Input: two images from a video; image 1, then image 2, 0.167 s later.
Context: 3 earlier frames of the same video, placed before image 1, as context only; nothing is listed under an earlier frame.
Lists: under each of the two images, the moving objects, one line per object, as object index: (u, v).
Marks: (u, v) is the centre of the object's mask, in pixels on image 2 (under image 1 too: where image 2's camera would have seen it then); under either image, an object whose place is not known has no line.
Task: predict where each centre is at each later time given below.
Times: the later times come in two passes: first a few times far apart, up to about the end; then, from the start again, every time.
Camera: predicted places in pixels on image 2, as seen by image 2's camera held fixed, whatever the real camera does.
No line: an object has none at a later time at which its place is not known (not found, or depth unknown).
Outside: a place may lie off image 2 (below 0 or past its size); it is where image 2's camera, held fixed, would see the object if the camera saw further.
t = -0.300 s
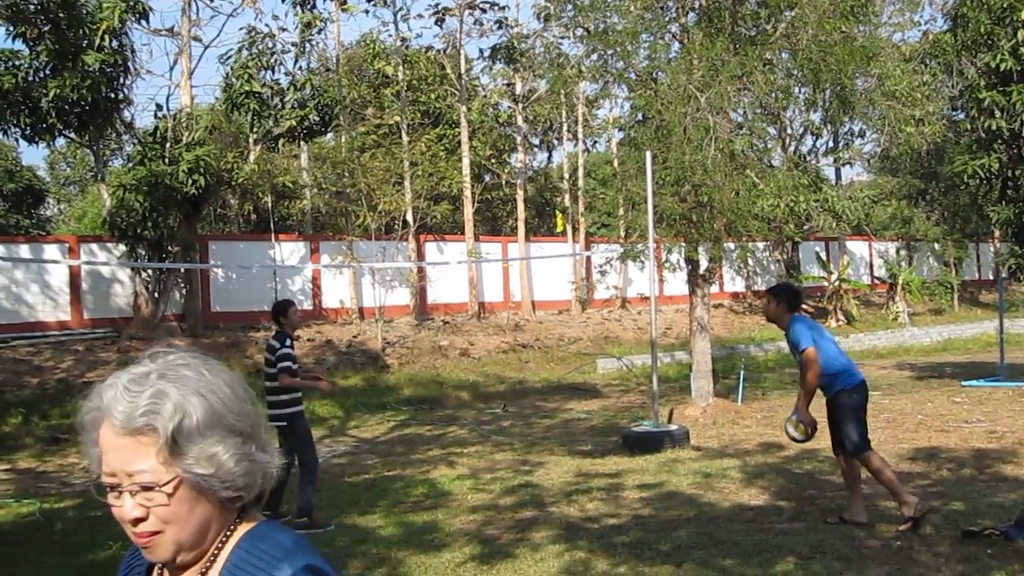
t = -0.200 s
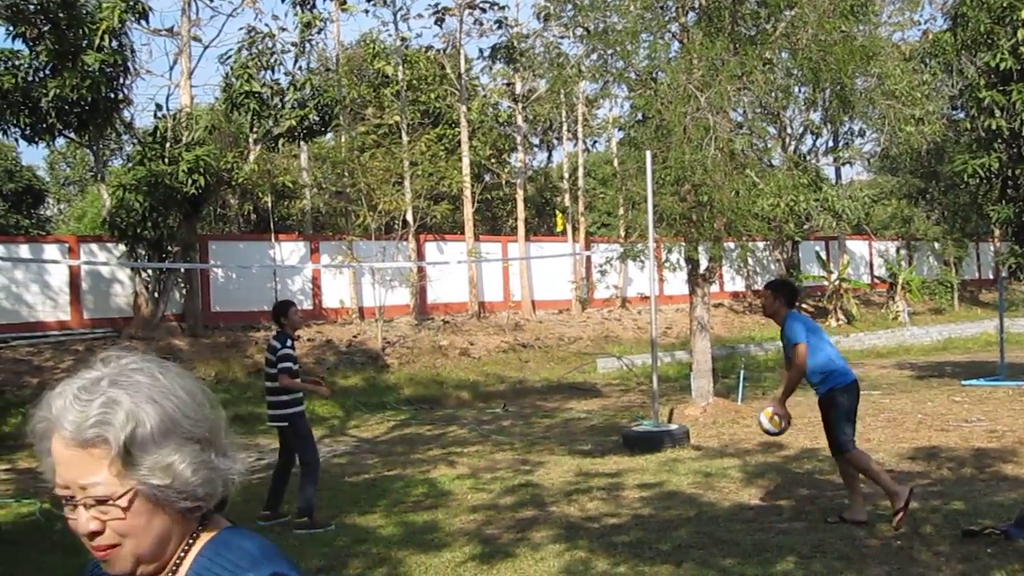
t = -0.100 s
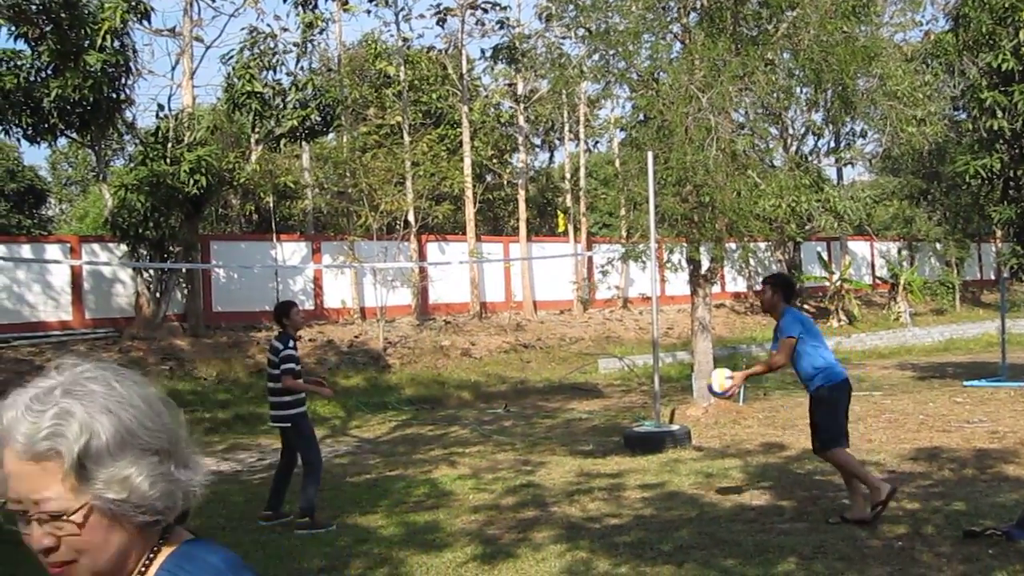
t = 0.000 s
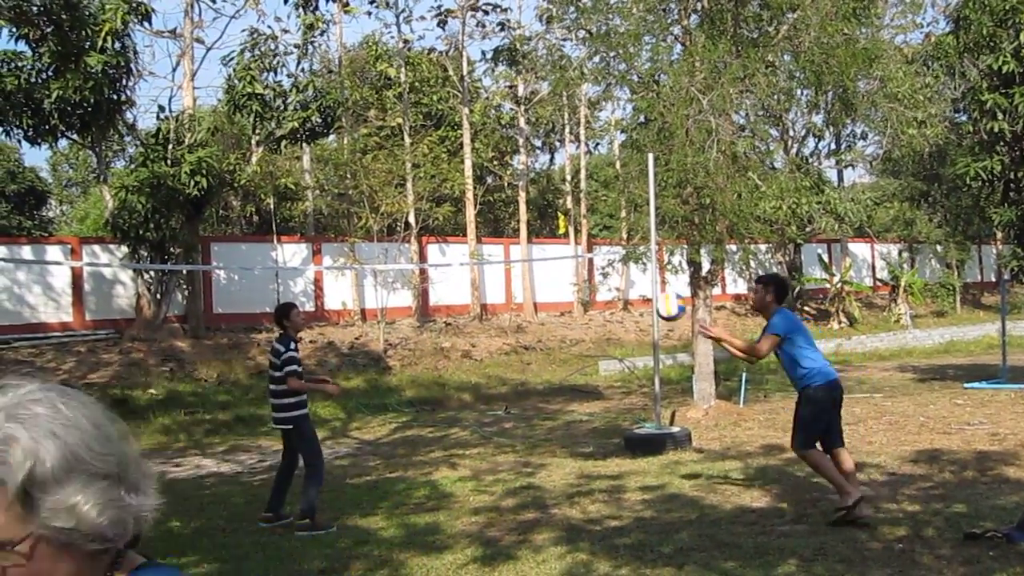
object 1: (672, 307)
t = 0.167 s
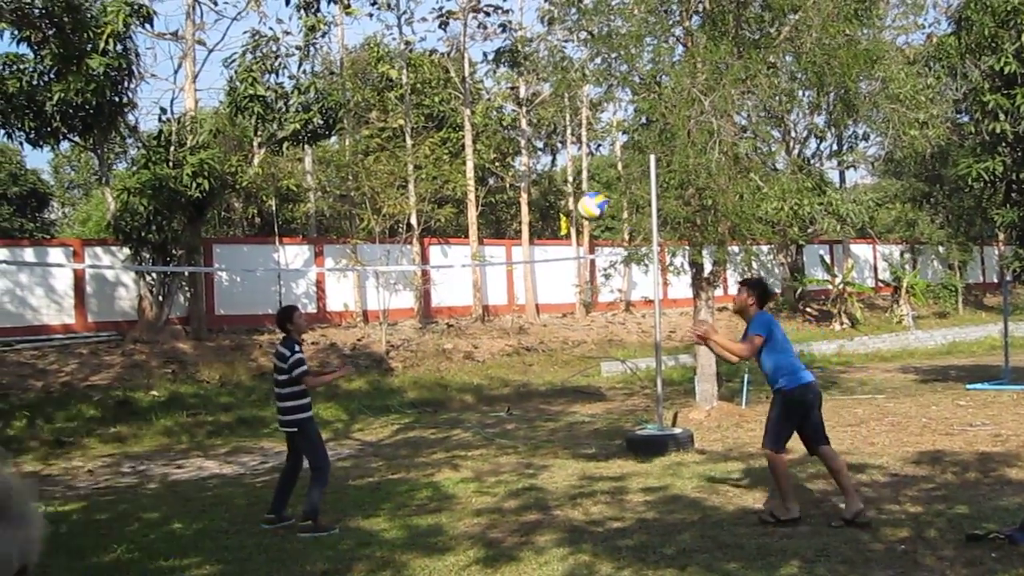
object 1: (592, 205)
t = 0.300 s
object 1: (535, 159)
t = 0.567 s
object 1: (430, 141)
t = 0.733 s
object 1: (369, 178)
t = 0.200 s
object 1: (577, 192)
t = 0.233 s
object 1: (563, 178)
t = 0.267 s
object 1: (549, 167)
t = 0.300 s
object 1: (535, 159)
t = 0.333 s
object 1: (521, 152)
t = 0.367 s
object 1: (507, 145)
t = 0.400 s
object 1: (494, 141)
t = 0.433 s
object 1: (480, 138)
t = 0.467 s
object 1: (467, 137)
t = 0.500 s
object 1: (454, 137)
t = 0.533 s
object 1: (441, 139)
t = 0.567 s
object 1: (430, 141)
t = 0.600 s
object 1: (417, 148)
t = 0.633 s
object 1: (405, 153)
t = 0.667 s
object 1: (392, 161)
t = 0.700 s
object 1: (380, 171)
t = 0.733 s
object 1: (369, 178)
